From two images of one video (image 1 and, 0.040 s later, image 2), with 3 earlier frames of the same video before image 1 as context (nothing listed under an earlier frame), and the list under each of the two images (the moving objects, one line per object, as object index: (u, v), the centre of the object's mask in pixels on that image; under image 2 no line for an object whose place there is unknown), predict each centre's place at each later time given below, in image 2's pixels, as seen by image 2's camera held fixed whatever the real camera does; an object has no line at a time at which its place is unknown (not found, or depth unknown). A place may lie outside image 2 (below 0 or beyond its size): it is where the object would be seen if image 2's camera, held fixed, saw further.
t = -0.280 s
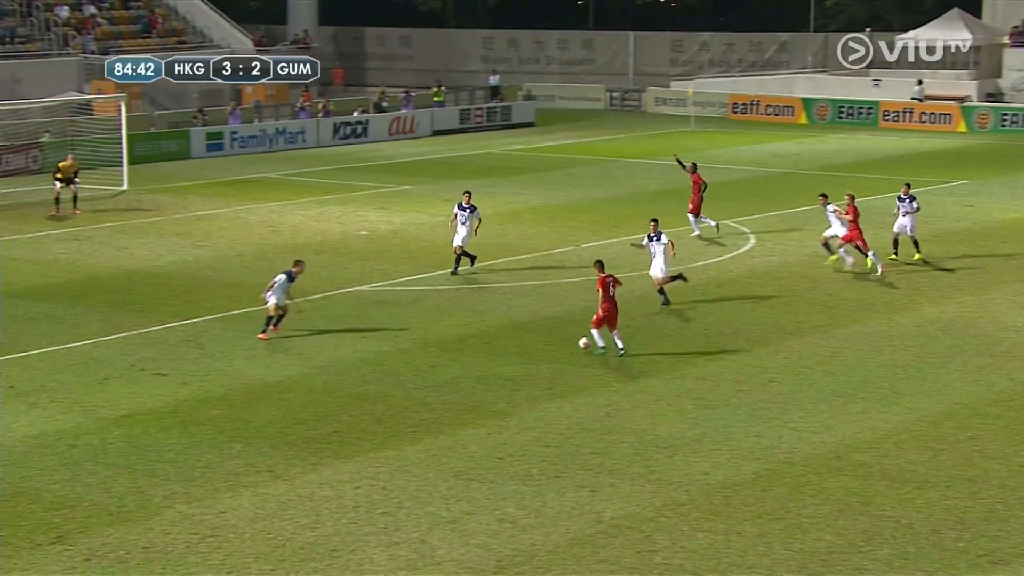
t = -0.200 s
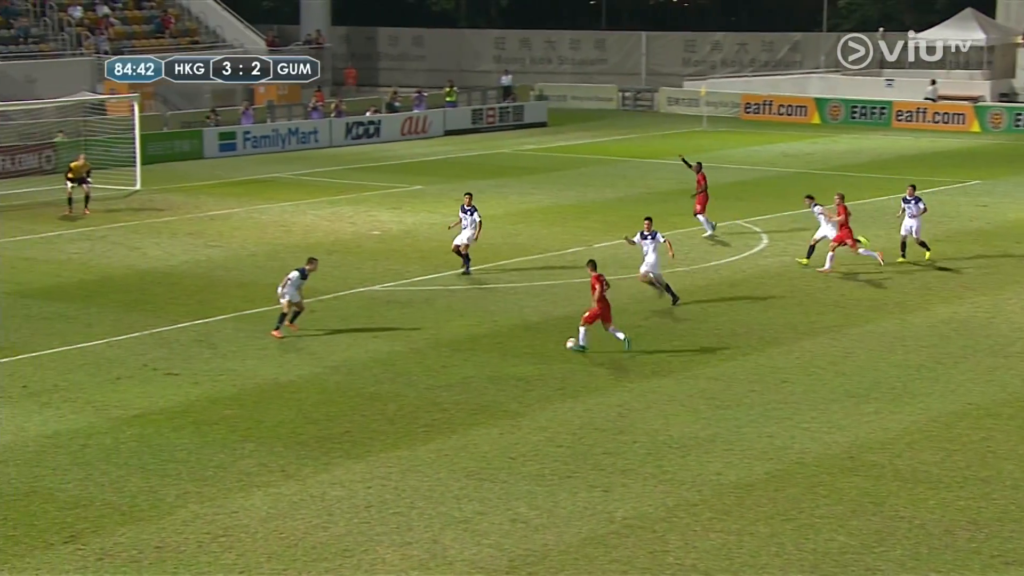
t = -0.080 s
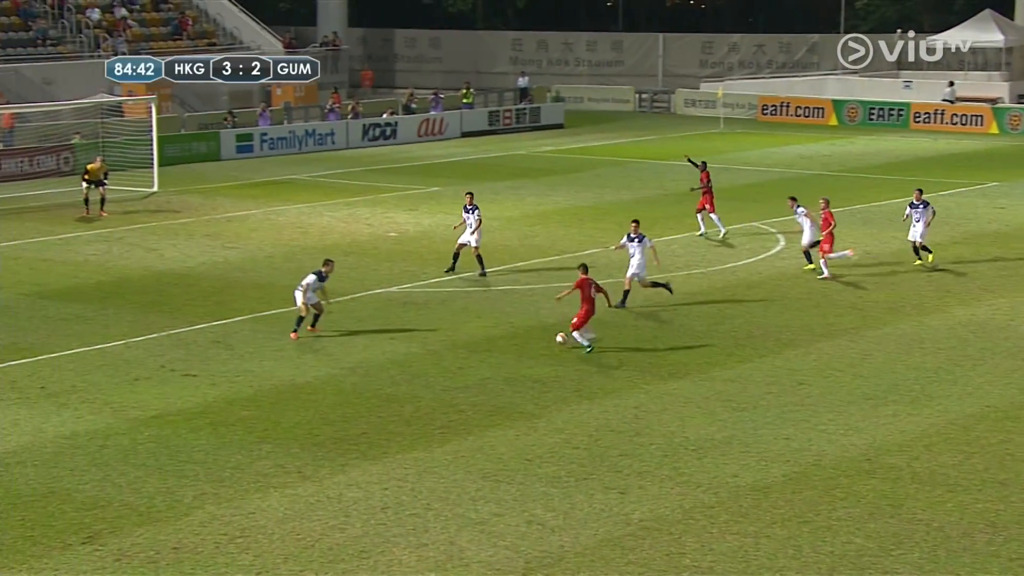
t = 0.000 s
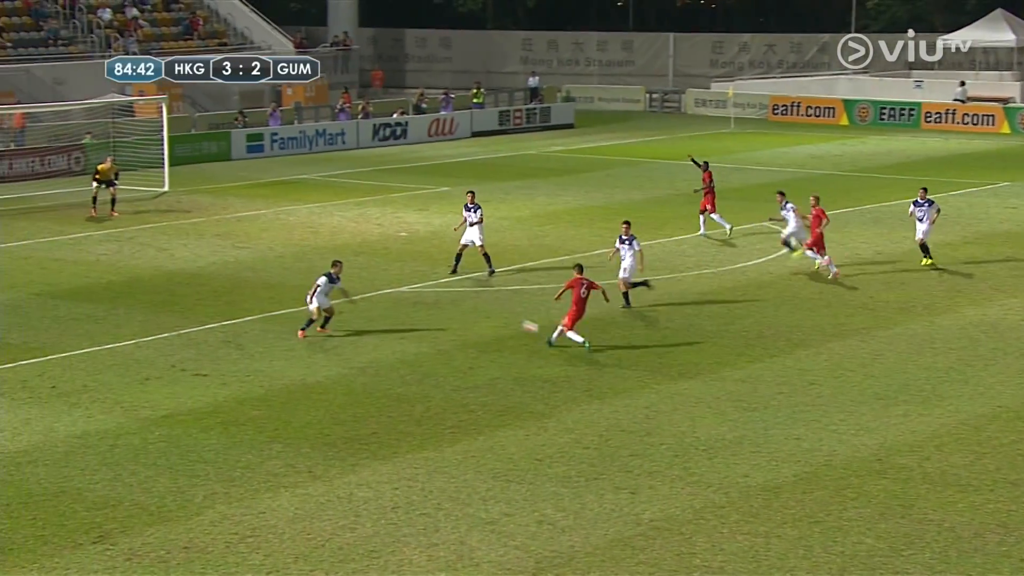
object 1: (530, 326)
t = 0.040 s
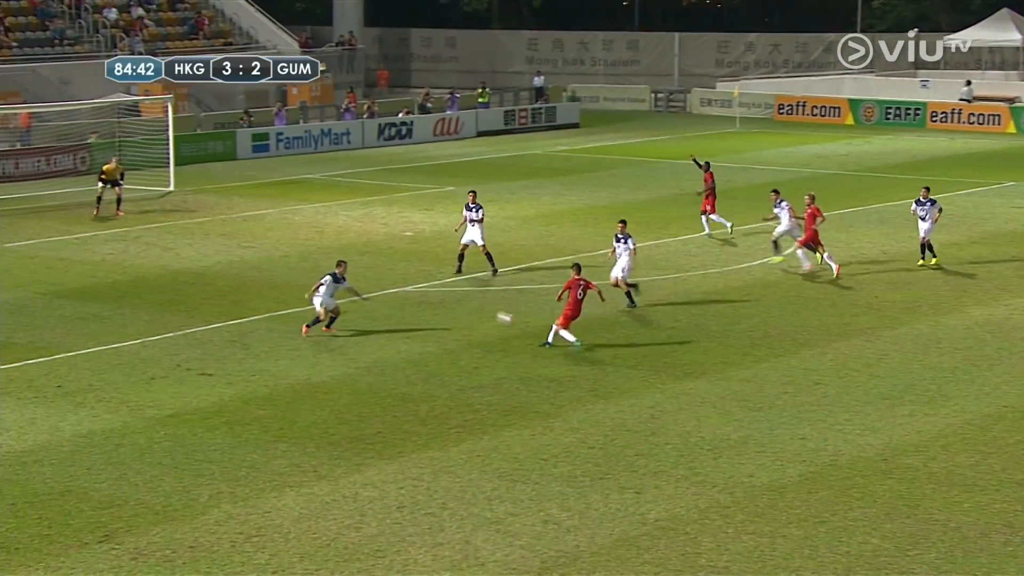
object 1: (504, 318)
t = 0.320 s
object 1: (287, 285)
